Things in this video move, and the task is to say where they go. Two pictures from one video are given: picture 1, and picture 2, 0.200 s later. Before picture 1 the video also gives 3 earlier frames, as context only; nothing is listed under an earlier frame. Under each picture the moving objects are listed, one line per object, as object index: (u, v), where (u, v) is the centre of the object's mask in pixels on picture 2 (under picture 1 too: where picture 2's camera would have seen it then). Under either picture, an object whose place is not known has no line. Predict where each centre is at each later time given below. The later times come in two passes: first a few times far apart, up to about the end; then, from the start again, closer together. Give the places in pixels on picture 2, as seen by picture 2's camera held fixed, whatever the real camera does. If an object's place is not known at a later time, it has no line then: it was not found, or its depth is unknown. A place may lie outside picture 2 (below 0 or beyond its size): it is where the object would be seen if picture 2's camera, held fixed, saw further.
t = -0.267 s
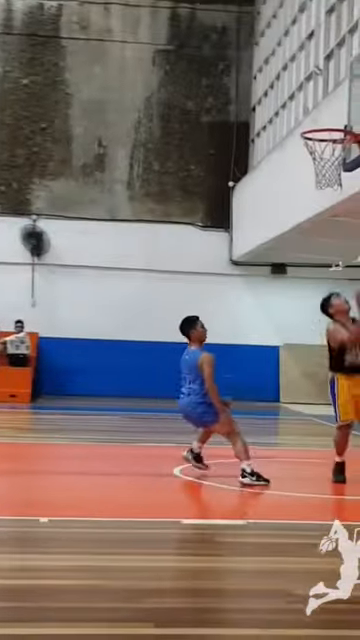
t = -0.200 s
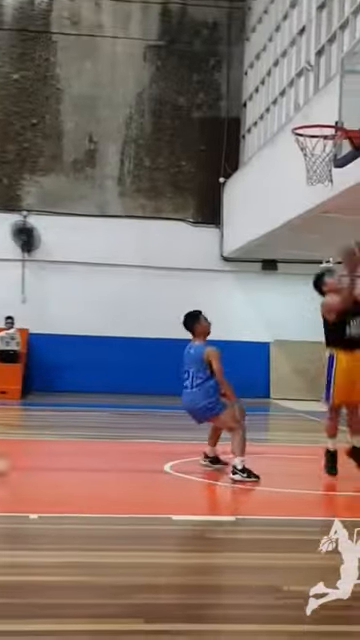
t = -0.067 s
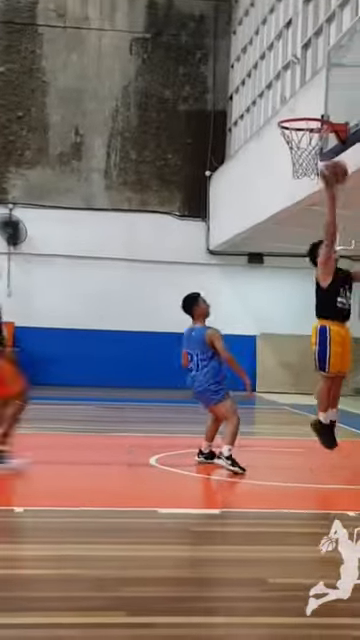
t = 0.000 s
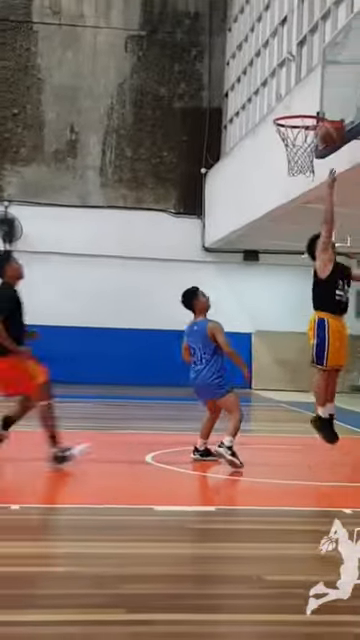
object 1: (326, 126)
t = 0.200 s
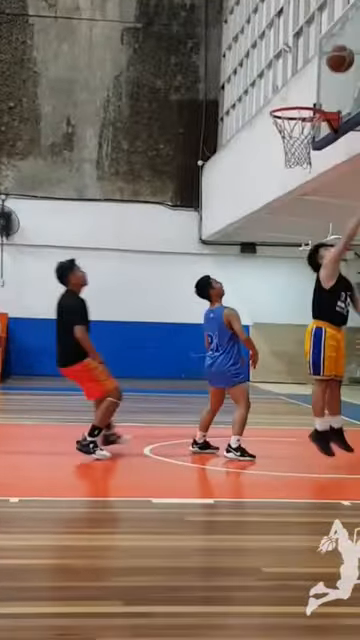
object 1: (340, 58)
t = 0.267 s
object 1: (336, 55)
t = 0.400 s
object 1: (323, 65)
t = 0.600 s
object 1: (301, 120)
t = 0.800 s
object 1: (285, 173)
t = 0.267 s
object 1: (336, 55)
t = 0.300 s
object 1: (333, 55)
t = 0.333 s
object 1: (330, 57)
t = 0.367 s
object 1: (326, 61)
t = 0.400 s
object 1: (323, 65)
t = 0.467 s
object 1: (316, 78)
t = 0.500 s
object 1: (312, 87)
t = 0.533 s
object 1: (308, 96)
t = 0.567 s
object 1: (305, 108)
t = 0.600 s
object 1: (301, 120)
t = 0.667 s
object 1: (294, 143)
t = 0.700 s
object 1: (292, 149)
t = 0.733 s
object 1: (289, 156)
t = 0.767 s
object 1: (287, 165)
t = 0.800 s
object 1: (285, 173)
